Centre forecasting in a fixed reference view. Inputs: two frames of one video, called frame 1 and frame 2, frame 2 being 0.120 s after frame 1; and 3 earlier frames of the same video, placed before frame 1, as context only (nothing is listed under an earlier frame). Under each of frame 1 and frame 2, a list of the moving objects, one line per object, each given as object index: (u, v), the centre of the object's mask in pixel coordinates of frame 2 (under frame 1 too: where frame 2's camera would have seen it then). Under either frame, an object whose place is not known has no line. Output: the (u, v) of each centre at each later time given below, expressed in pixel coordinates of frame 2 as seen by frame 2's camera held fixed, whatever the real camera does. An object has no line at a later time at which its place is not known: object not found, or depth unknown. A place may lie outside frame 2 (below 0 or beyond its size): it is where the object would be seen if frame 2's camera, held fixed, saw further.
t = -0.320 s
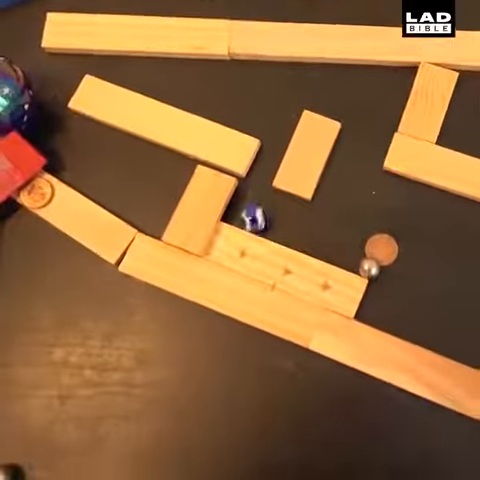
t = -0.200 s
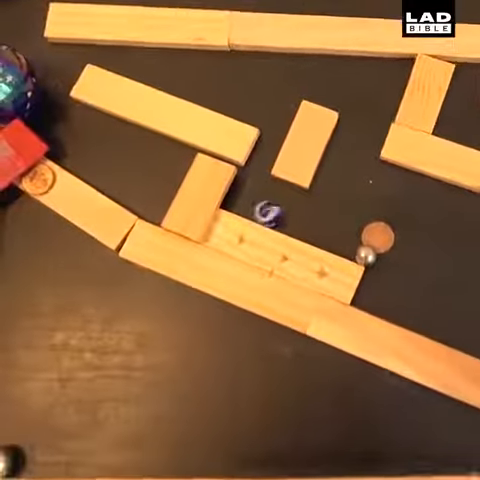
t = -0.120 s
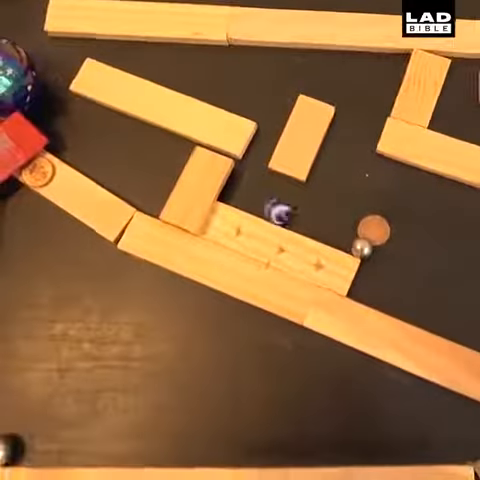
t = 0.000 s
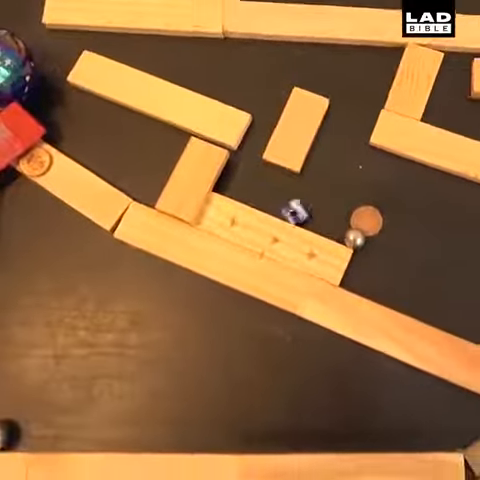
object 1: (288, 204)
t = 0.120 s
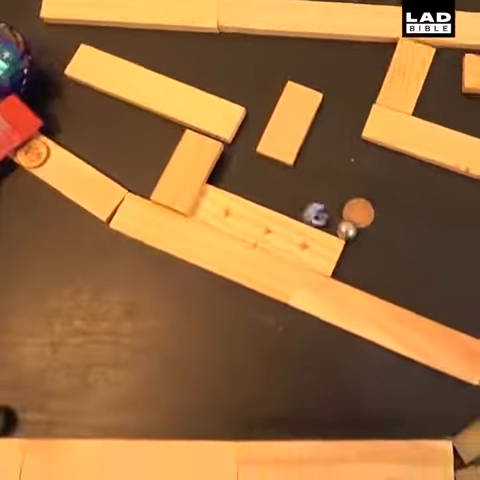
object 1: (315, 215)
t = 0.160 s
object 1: (325, 219)
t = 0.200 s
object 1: (326, 219)
